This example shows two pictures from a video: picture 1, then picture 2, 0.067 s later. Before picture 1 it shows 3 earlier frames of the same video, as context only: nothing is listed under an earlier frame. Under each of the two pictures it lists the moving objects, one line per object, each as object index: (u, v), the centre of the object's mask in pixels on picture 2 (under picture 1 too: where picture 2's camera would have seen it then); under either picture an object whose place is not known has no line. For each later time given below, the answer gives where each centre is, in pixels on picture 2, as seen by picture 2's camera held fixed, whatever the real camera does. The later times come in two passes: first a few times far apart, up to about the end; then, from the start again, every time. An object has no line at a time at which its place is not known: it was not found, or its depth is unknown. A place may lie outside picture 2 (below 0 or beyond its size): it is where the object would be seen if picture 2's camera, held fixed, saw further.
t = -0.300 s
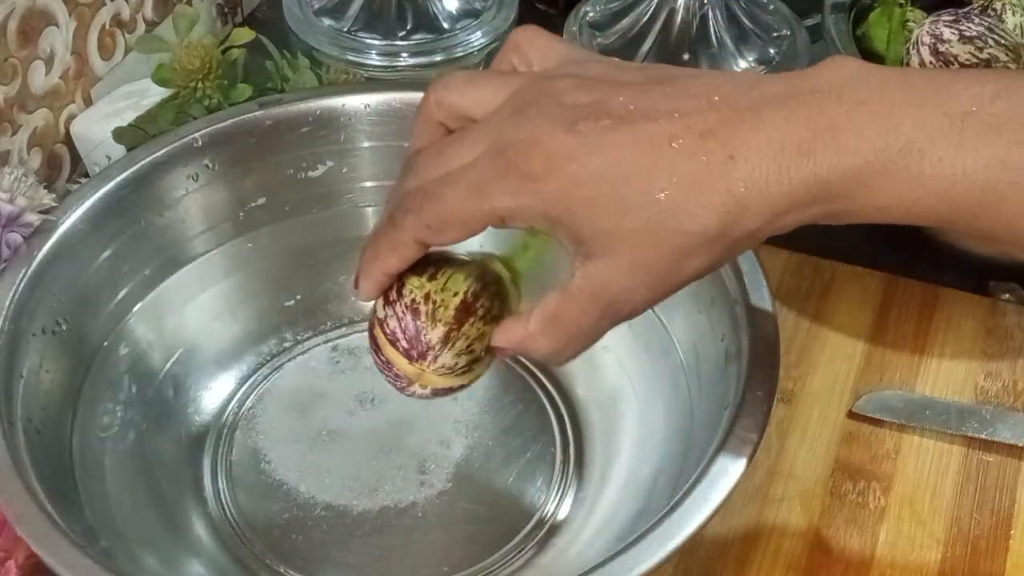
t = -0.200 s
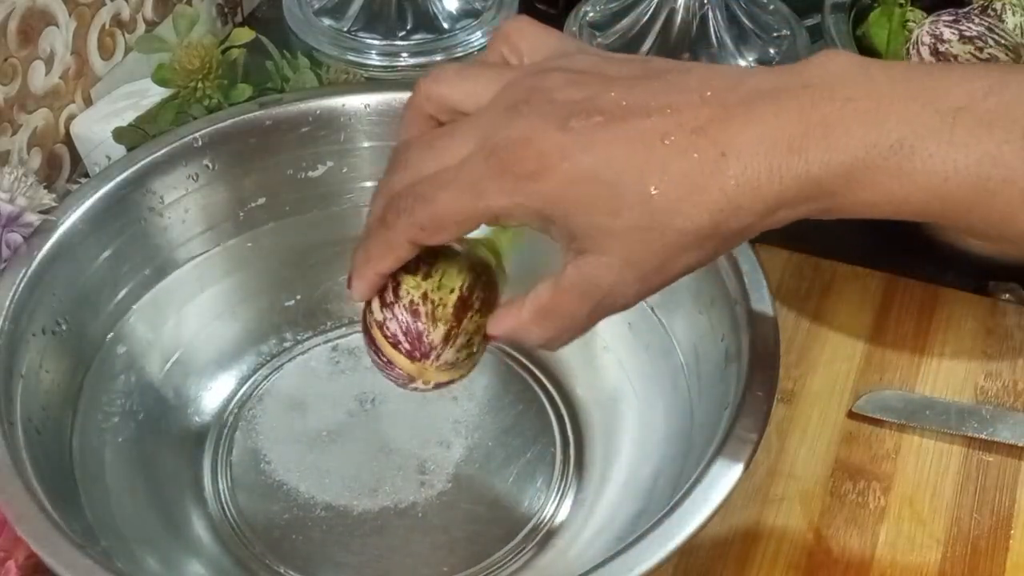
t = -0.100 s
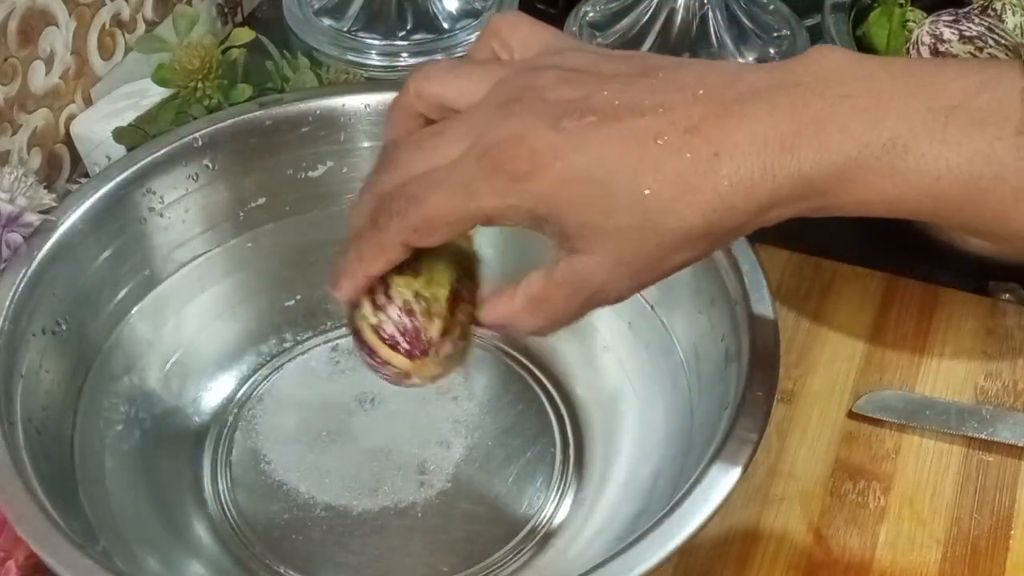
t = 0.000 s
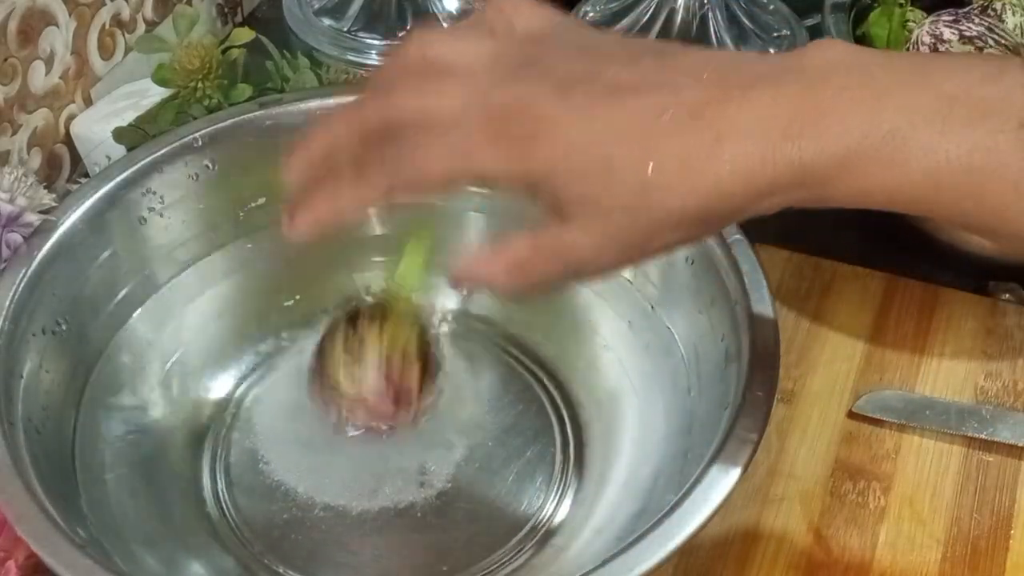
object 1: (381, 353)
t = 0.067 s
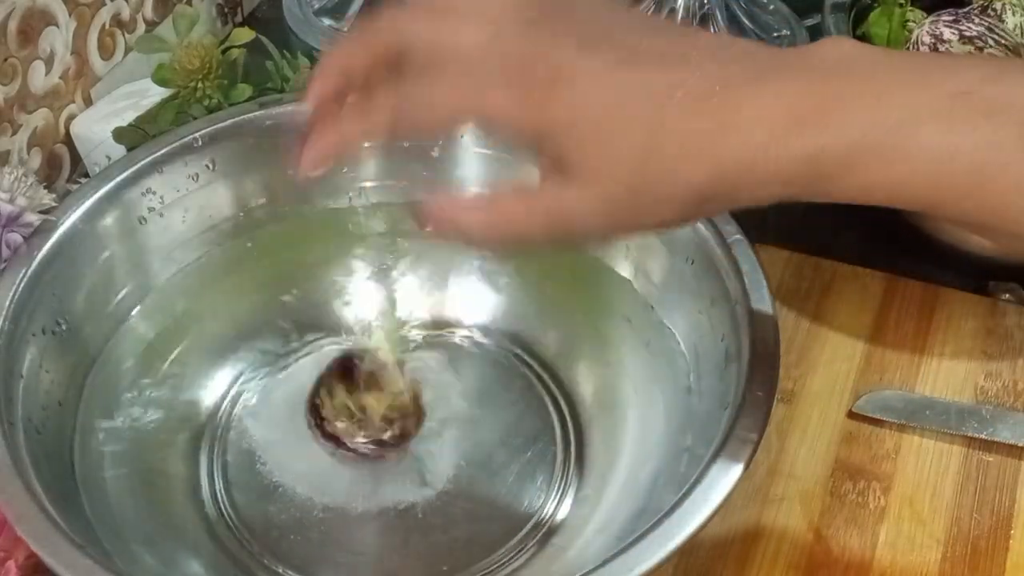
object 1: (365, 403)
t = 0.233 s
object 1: (356, 371)
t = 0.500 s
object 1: (343, 370)
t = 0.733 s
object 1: (338, 364)
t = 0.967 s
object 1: (330, 359)
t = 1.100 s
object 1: (328, 351)
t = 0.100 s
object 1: (371, 389)
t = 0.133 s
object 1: (365, 400)
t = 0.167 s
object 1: (364, 389)
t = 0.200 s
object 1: (362, 375)
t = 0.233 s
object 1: (356, 371)
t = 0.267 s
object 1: (352, 366)
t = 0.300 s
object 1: (349, 362)
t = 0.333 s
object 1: (347, 362)
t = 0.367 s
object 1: (347, 364)
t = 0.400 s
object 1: (347, 368)
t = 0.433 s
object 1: (346, 372)
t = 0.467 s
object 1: (344, 373)
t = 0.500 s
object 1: (343, 370)
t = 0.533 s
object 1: (341, 366)
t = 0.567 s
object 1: (341, 364)
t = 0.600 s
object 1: (341, 361)
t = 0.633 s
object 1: (341, 360)
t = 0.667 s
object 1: (341, 359)
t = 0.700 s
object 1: (339, 363)
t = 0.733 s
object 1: (338, 364)
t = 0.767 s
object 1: (337, 366)
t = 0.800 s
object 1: (335, 370)
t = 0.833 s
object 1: (334, 370)
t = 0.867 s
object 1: (332, 369)
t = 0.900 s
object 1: (330, 369)
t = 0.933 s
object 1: (330, 365)
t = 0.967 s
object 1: (330, 359)
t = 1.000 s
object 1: (331, 356)
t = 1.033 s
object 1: (331, 352)
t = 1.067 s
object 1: (330, 348)
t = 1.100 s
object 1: (328, 351)
